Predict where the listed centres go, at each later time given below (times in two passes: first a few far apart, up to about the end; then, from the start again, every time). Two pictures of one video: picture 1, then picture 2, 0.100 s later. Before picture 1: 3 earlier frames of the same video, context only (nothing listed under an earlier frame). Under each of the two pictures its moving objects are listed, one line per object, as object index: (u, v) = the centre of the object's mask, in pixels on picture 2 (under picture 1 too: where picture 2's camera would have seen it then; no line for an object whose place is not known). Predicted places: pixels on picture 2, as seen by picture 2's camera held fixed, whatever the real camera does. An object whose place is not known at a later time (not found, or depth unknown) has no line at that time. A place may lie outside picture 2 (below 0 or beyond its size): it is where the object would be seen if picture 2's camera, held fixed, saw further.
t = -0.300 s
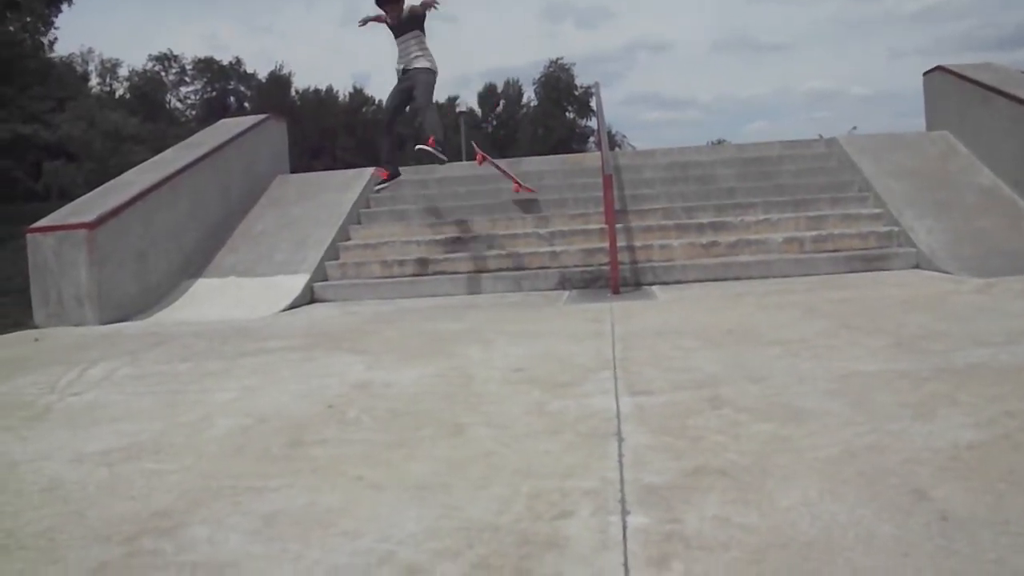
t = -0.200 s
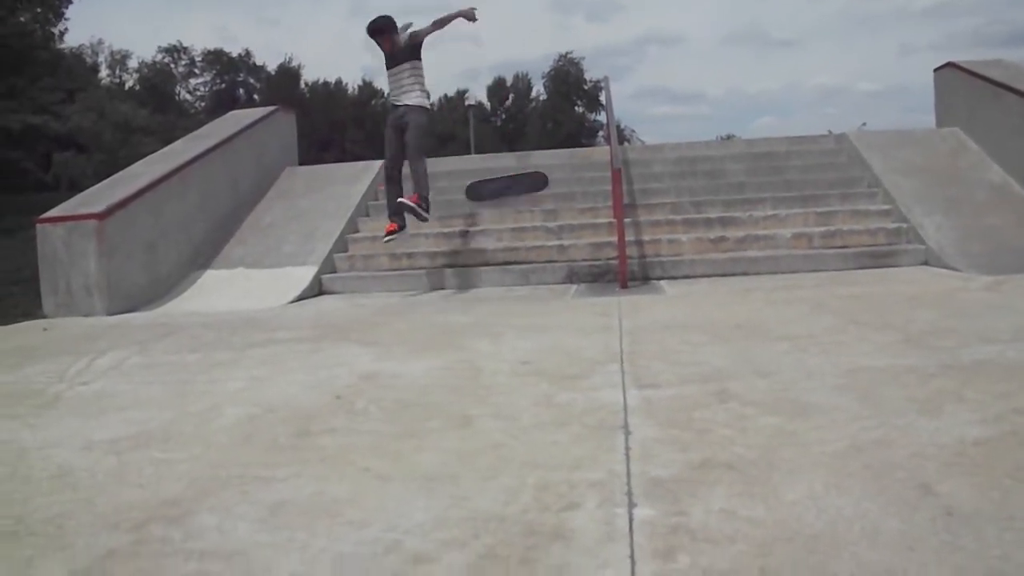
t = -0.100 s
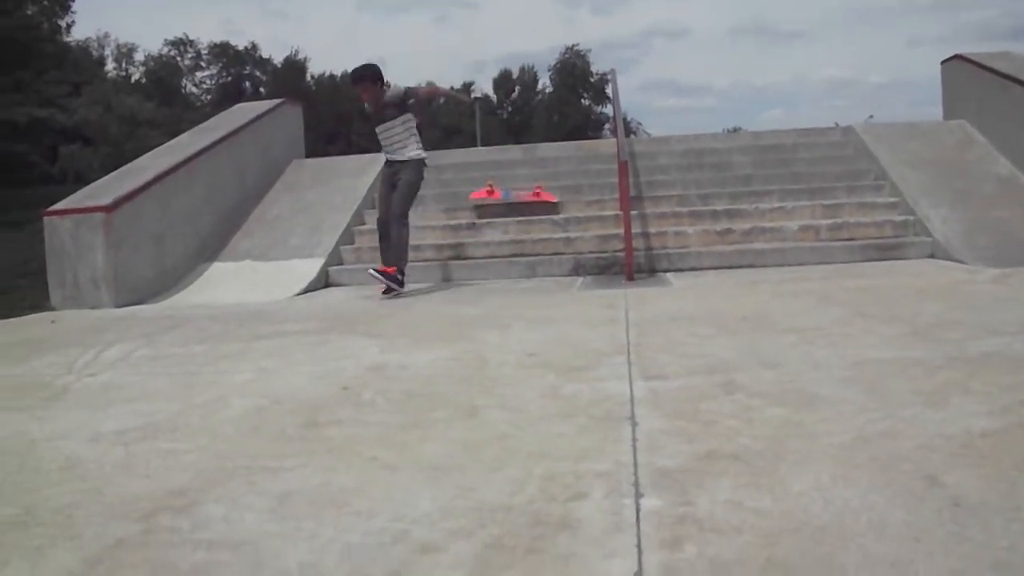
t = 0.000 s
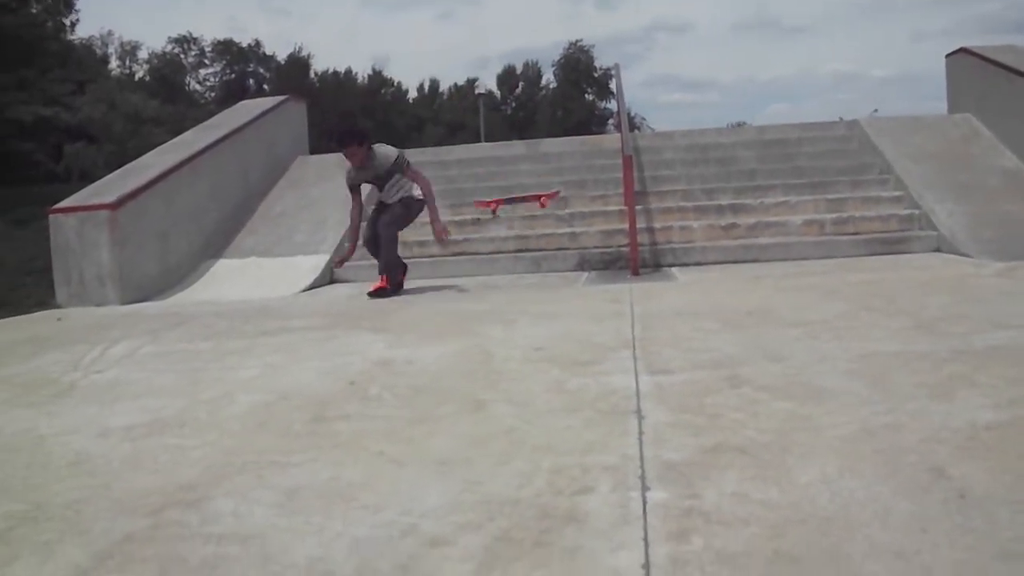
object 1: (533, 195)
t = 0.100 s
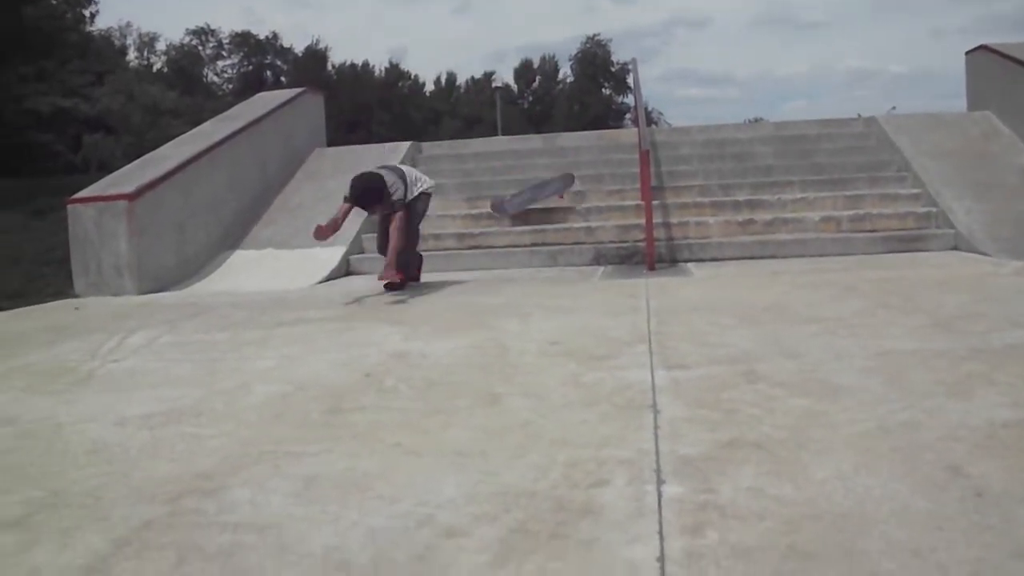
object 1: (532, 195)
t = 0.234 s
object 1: (535, 199)
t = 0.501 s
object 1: (519, 250)
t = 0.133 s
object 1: (534, 195)
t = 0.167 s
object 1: (534, 198)
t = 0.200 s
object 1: (534, 200)
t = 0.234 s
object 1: (535, 199)
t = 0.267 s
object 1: (534, 202)
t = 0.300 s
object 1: (534, 205)
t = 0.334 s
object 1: (533, 210)
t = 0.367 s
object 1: (533, 216)
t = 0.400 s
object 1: (533, 224)
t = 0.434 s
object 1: (533, 233)
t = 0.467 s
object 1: (539, 240)
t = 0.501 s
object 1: (519, 250)
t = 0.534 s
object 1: (529, 248)
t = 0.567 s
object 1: (530, 244)
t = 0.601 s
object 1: (530, 242)
